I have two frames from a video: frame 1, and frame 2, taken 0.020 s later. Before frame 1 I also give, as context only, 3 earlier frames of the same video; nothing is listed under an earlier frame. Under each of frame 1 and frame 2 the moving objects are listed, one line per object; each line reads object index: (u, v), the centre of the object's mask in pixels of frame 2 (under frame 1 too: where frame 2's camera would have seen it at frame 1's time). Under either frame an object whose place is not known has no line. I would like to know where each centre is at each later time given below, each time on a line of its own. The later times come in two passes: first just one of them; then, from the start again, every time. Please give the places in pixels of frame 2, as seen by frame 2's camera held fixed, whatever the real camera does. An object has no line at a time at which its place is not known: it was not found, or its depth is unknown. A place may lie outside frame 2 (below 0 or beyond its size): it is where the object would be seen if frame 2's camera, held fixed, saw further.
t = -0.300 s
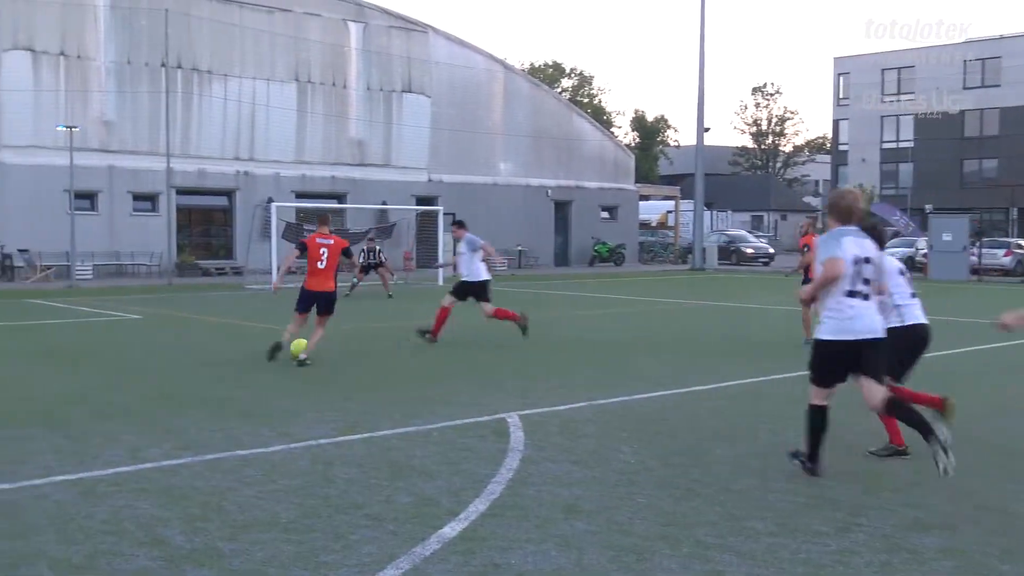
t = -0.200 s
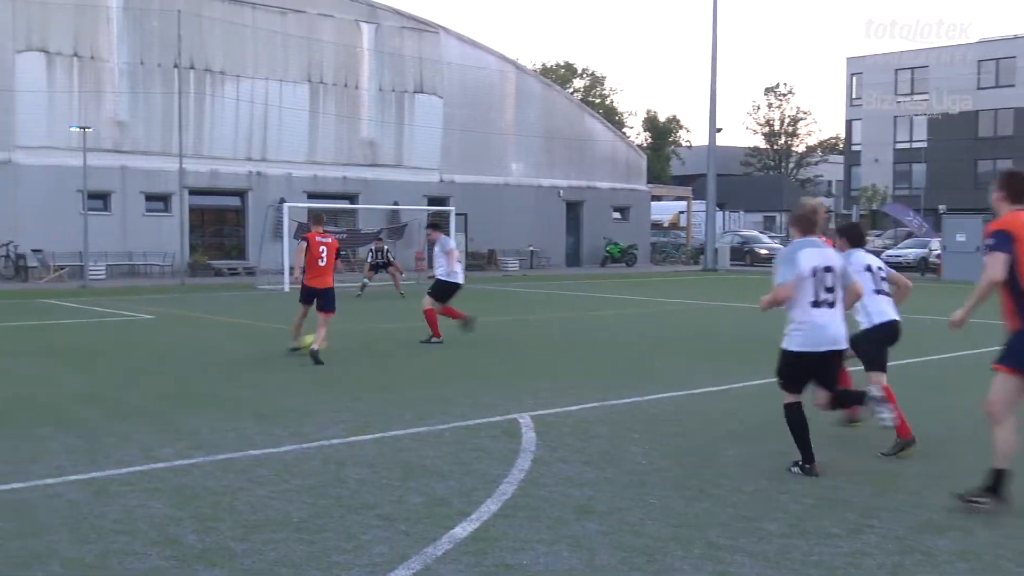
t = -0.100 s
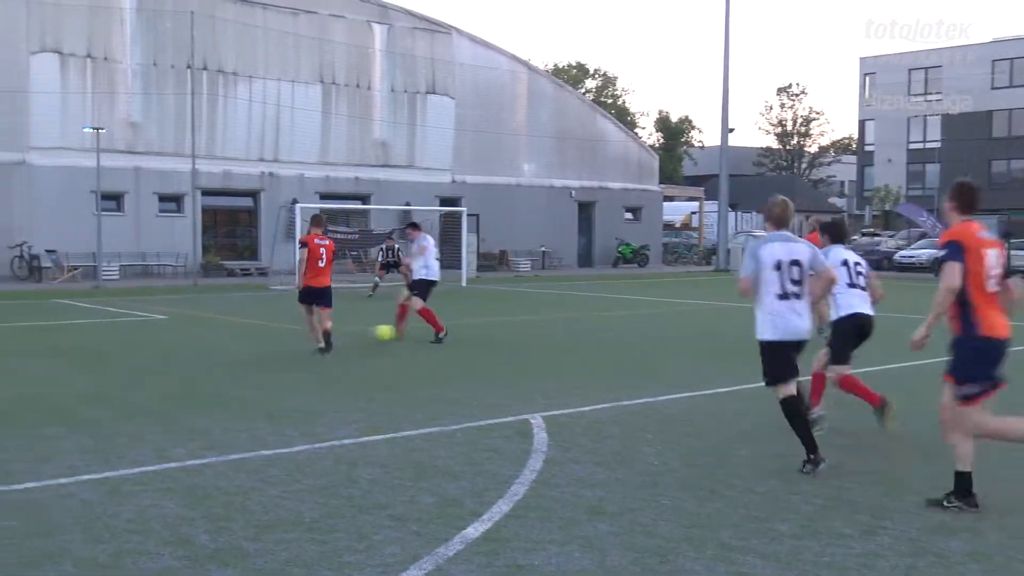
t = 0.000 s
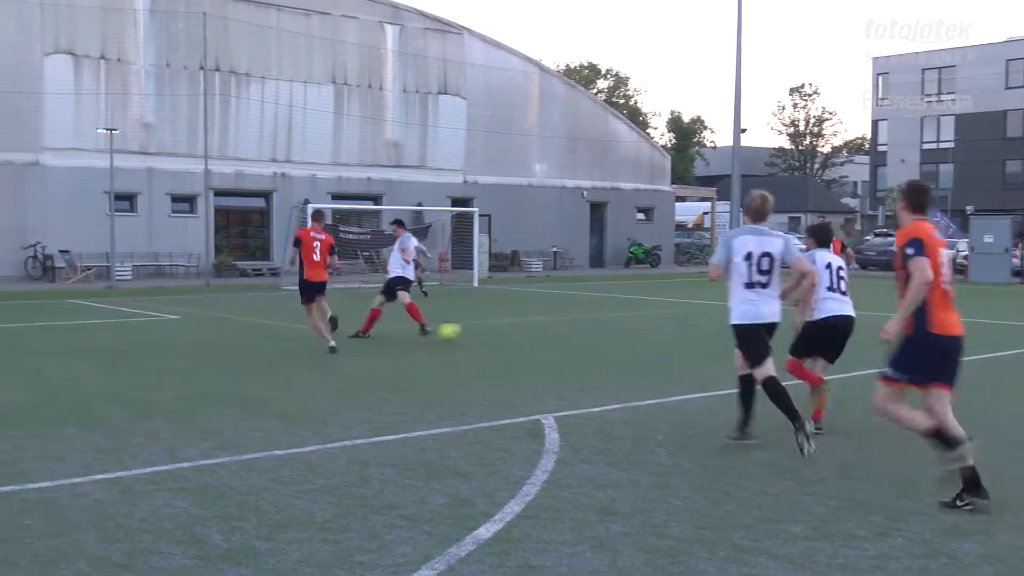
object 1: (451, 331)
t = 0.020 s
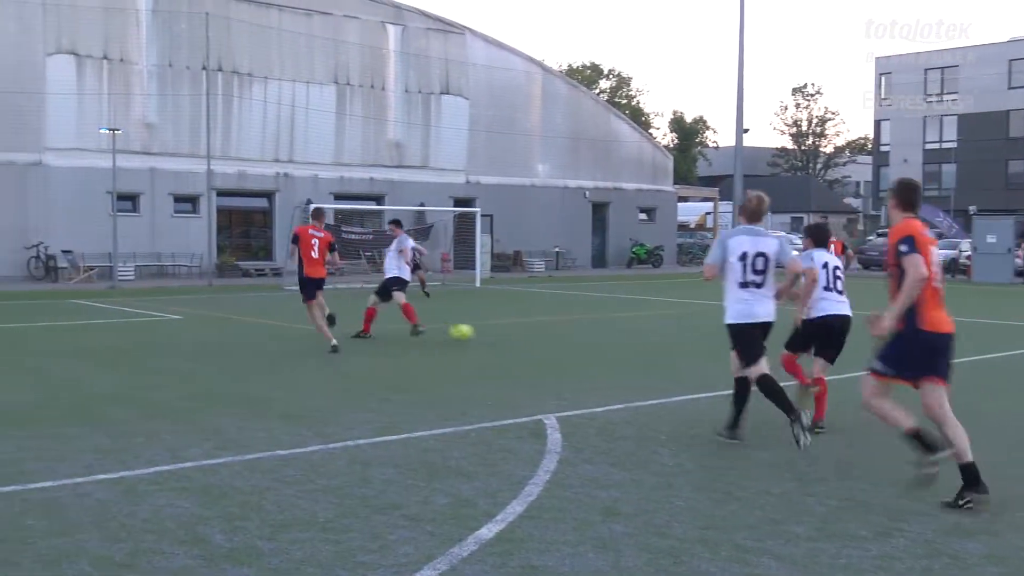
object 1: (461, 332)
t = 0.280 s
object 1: (559, 325)
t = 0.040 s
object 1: (473, 333)
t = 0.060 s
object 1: (482, 334)
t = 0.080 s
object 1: (492, 335)
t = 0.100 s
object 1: (499, 335)
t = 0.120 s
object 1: (507, 333)
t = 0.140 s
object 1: (513, 331)
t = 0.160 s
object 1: (521, 328)
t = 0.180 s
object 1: (527, 327)
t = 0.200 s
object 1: (533, 325)
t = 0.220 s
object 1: (540, 325)
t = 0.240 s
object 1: (547, 324)
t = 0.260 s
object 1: (553, 324)
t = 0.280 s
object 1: (559, 325)
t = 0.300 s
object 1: (566, 325)
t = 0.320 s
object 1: (572, 325)
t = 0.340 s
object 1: (578, 326)
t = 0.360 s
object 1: (584, 327)
